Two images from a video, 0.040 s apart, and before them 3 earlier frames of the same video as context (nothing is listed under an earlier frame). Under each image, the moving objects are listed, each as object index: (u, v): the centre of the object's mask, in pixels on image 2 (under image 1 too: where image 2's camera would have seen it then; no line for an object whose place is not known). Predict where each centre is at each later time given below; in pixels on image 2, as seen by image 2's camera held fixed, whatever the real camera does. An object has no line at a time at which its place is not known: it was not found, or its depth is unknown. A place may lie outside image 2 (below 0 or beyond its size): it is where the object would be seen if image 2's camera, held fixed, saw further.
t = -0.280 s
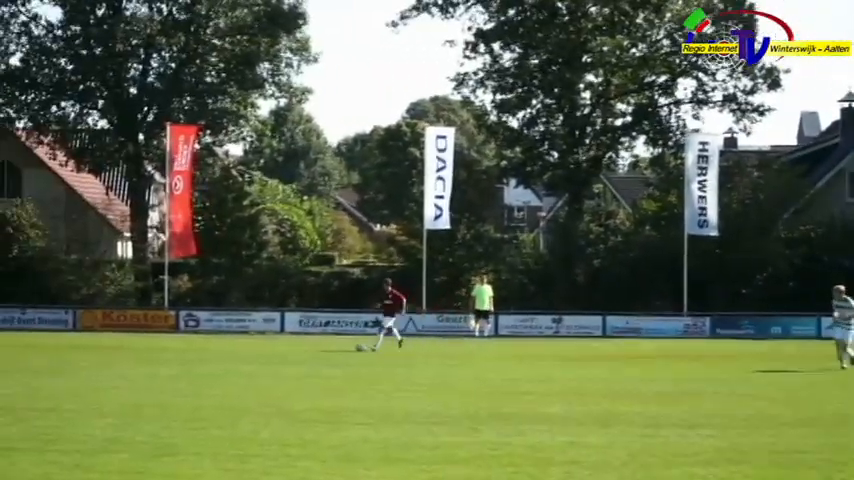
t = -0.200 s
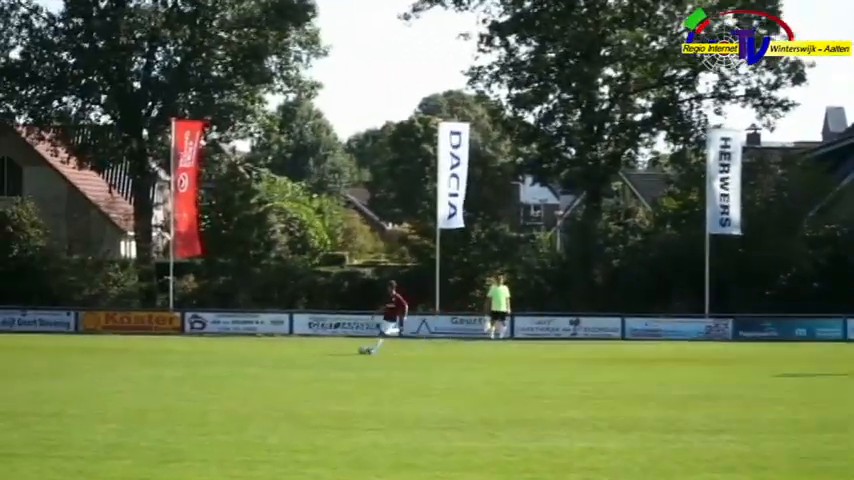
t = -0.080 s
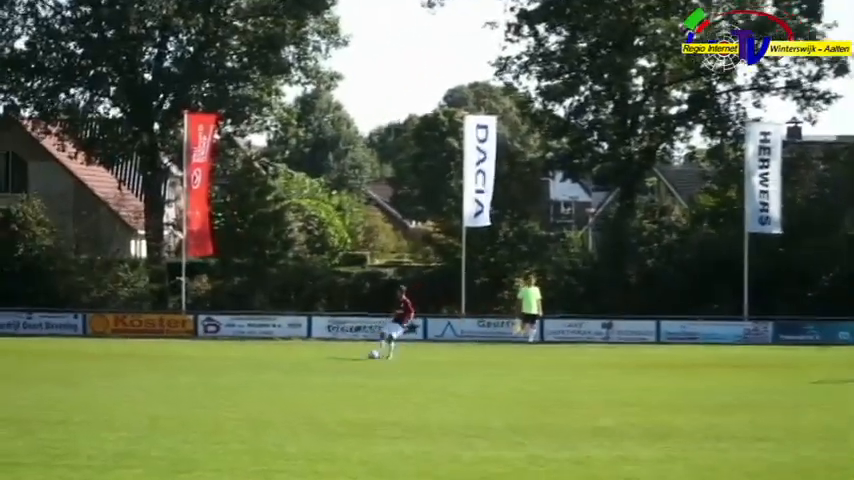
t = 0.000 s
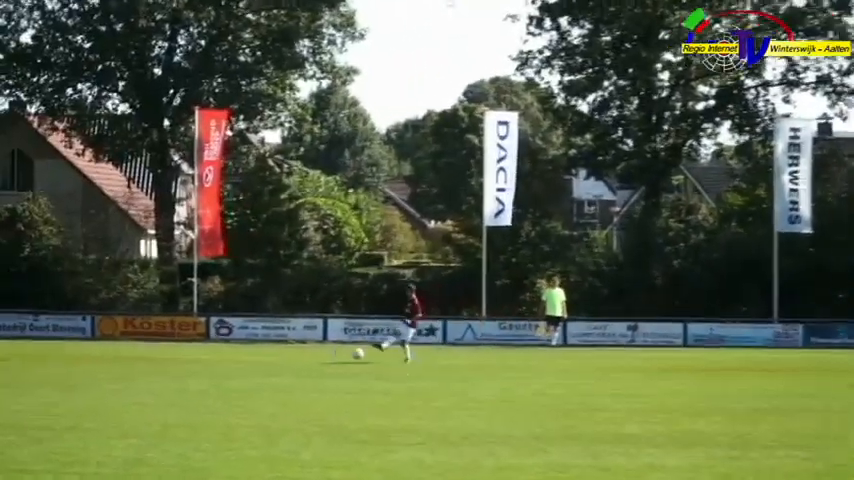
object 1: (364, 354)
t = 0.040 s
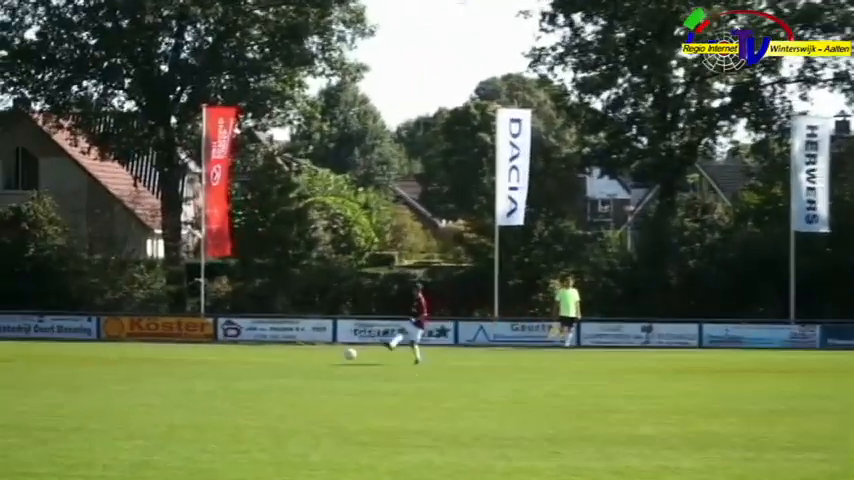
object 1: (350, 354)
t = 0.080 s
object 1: (337, 354)
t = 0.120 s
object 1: (324, 356)
